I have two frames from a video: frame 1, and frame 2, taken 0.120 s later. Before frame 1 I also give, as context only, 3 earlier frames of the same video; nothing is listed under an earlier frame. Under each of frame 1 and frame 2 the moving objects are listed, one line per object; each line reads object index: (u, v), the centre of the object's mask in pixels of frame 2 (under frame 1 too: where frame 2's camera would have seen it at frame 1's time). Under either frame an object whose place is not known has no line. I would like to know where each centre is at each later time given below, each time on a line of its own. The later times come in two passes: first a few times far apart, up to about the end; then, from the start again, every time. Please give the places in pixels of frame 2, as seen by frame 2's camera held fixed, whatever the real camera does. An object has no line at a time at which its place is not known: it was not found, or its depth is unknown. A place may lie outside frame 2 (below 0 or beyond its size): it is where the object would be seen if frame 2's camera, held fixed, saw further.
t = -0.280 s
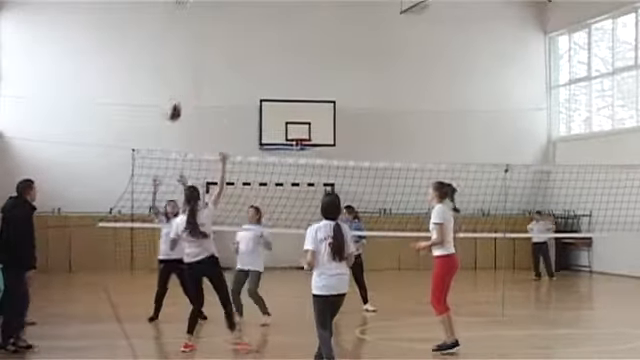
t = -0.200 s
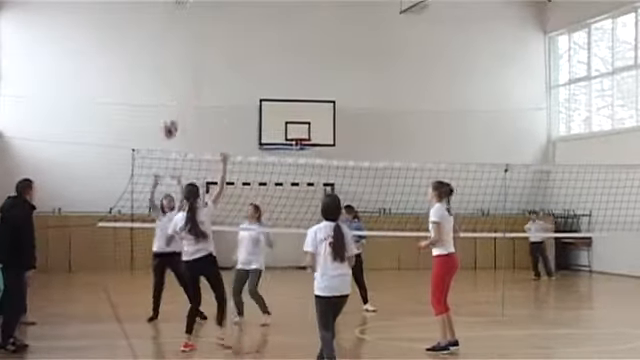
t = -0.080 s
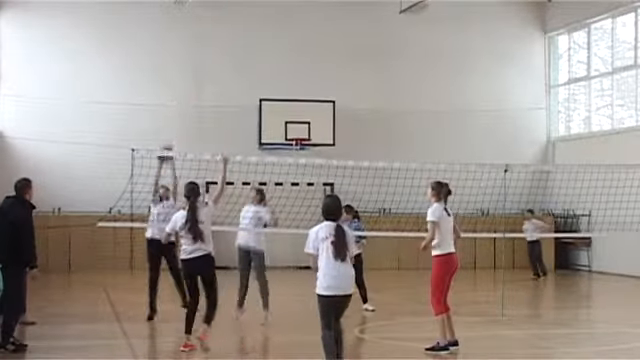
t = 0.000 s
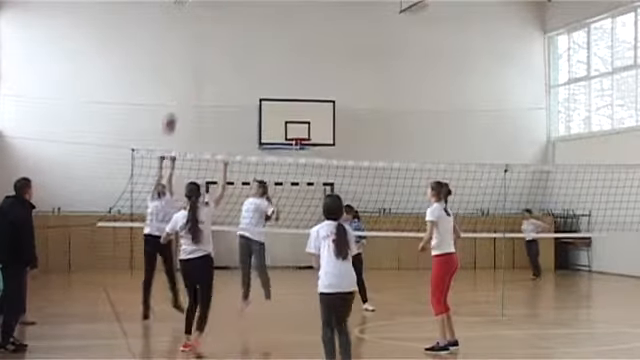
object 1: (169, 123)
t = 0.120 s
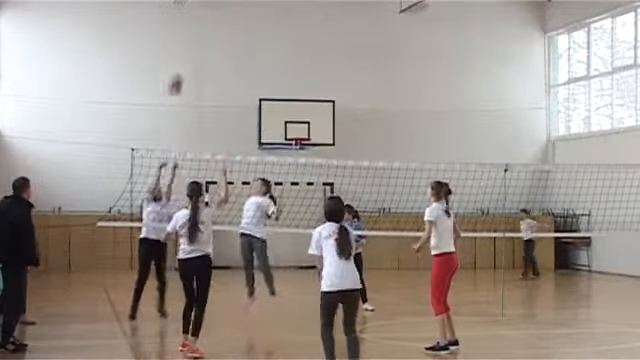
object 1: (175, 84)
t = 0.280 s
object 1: (184, 49)
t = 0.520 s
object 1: (199, 30)
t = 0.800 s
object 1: (215, 65)
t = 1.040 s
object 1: (229, 143)
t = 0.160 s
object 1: (178, 74)
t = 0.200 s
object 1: (179, 64)
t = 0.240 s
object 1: (182, 56)
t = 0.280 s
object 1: (184, 49)
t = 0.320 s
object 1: (187, 43)
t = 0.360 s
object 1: (188, 38)
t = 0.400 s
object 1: (191, 34)
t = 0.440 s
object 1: (193, 32)
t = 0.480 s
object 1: (195, 31)
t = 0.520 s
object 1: (199, 30)
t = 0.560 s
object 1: (200, 32)
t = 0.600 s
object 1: (202, 34)
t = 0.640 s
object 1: (205, 38)
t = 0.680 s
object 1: (207, 42)
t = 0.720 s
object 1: (209, 49)
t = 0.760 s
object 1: (212, 57)
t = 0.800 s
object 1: (215, 65)
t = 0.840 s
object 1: (218, 75)
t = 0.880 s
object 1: (220, 86)
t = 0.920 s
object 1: (222, 99)
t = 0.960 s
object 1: (224, 112)
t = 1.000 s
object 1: (227, 126)
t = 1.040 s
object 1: (229, 143)
